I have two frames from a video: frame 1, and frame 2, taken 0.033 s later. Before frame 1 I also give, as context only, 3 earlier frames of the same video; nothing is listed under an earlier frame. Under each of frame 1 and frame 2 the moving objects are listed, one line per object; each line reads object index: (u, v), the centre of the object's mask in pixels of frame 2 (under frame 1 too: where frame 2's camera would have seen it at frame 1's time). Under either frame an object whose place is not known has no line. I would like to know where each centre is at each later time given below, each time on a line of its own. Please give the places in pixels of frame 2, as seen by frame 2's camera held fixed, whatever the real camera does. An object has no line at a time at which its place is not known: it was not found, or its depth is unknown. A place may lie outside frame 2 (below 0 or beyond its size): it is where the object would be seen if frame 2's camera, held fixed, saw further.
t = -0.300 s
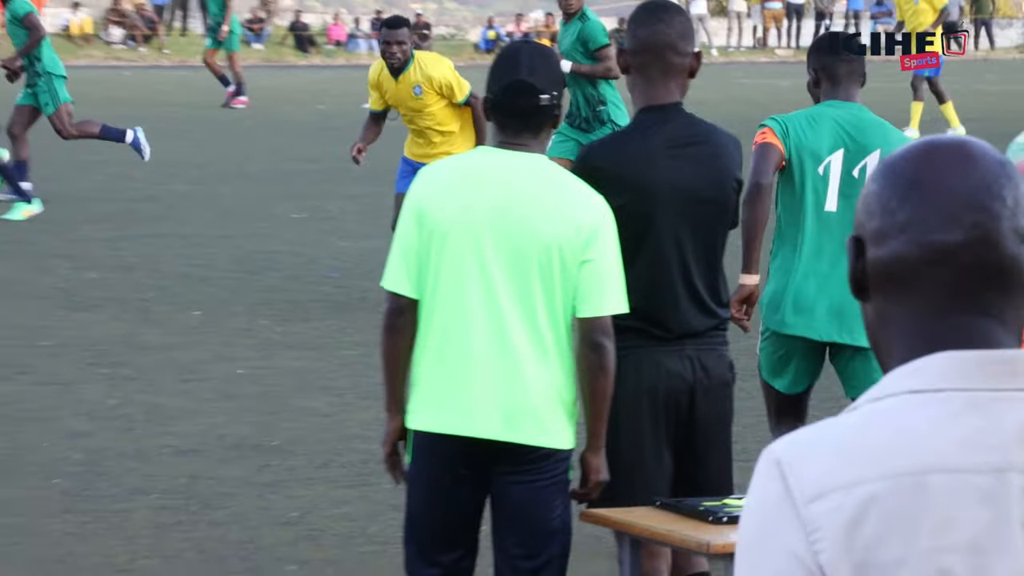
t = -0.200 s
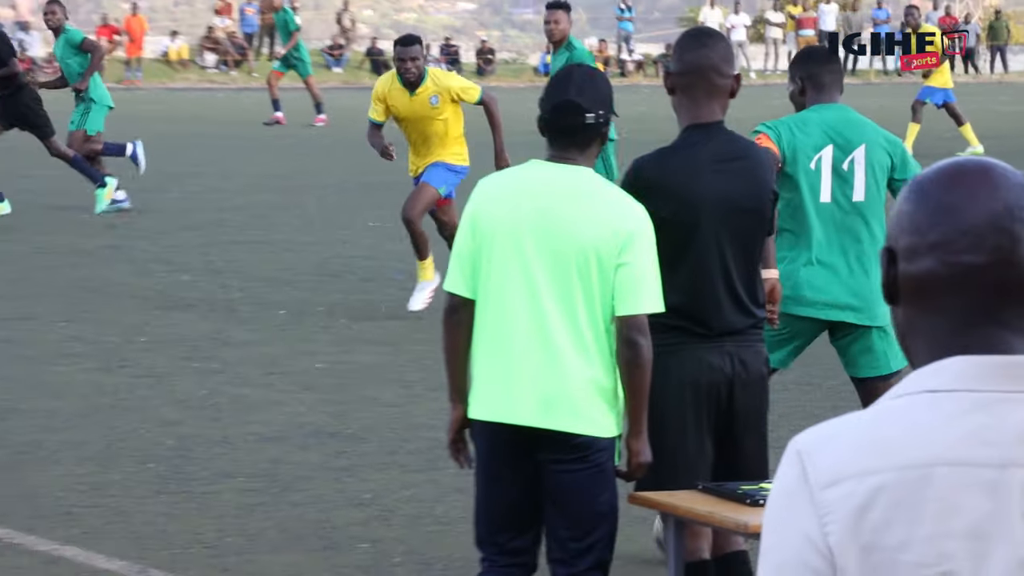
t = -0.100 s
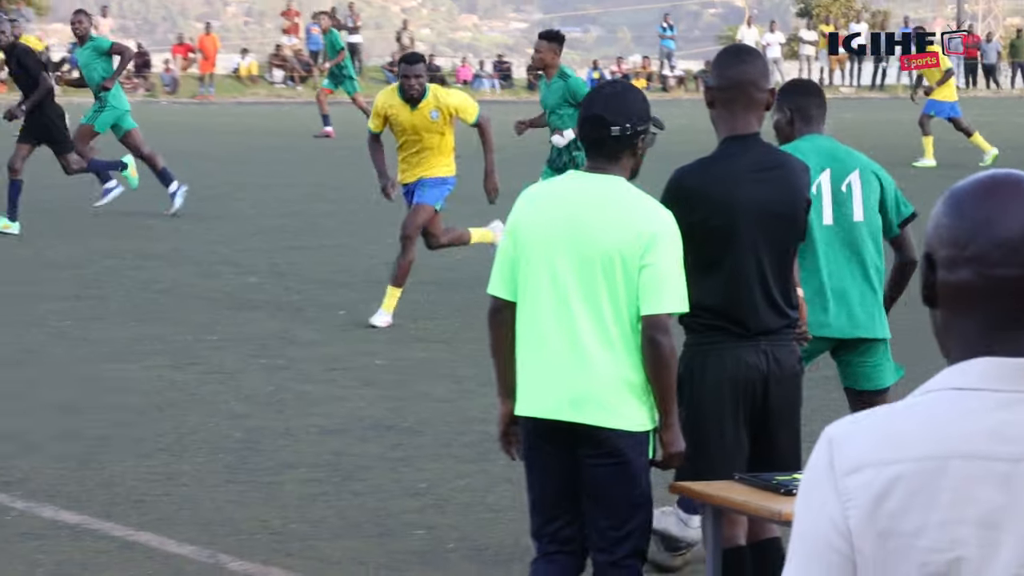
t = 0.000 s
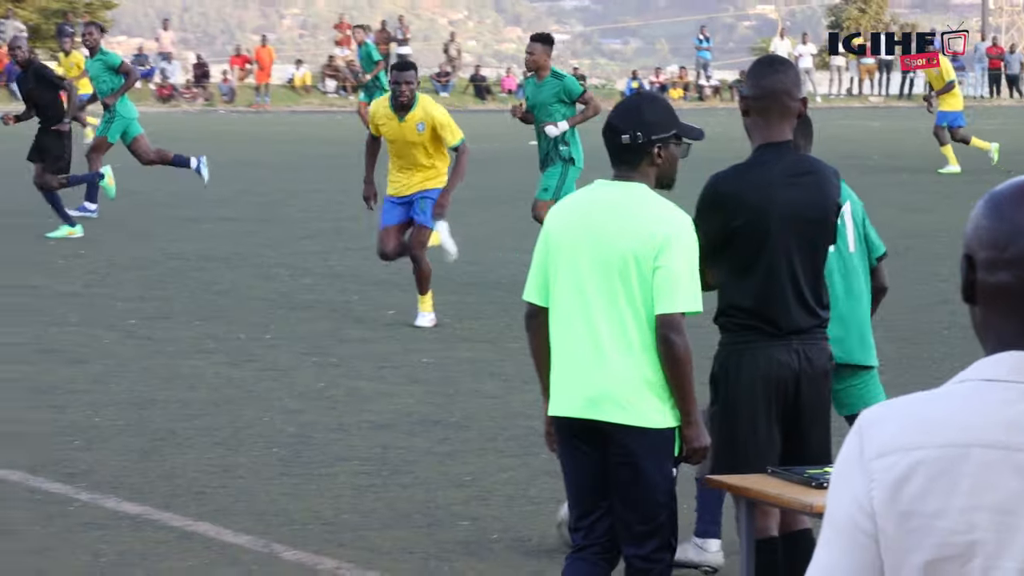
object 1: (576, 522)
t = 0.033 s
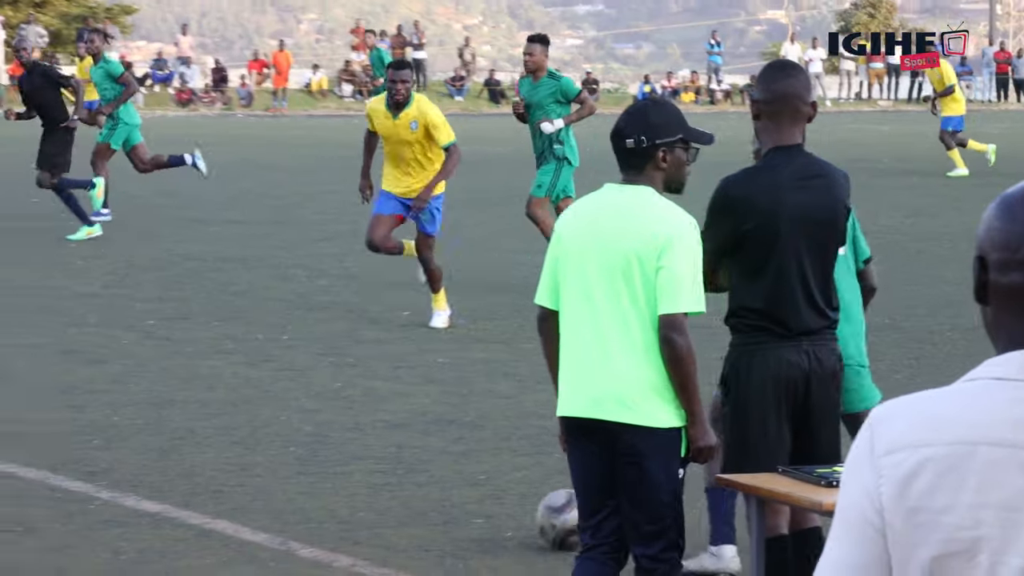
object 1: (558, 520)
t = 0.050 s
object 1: (547, 517)
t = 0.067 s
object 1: (532, 517)
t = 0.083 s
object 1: (516, 517)
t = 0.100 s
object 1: (500, 518)
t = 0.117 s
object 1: (484, 516)
